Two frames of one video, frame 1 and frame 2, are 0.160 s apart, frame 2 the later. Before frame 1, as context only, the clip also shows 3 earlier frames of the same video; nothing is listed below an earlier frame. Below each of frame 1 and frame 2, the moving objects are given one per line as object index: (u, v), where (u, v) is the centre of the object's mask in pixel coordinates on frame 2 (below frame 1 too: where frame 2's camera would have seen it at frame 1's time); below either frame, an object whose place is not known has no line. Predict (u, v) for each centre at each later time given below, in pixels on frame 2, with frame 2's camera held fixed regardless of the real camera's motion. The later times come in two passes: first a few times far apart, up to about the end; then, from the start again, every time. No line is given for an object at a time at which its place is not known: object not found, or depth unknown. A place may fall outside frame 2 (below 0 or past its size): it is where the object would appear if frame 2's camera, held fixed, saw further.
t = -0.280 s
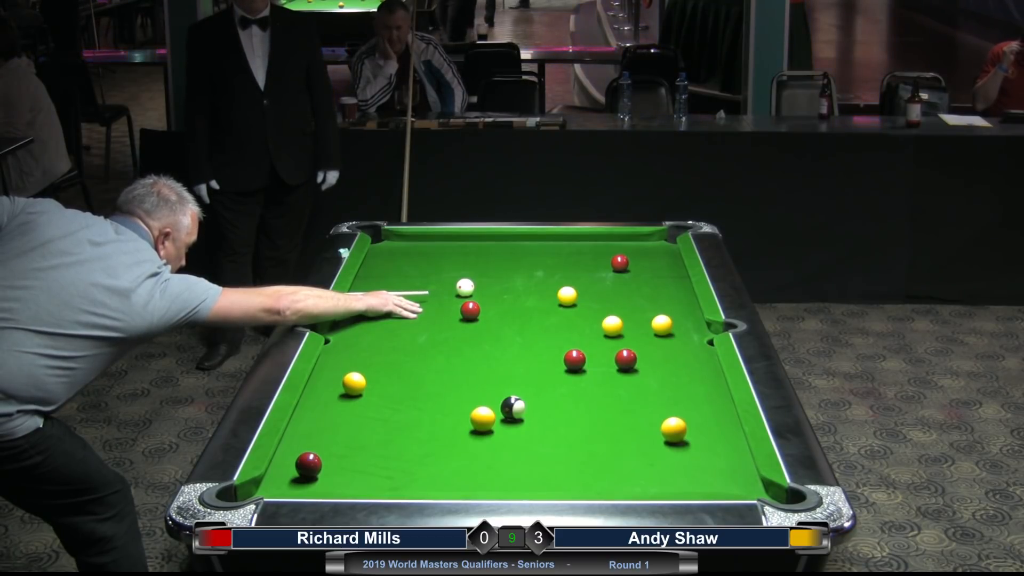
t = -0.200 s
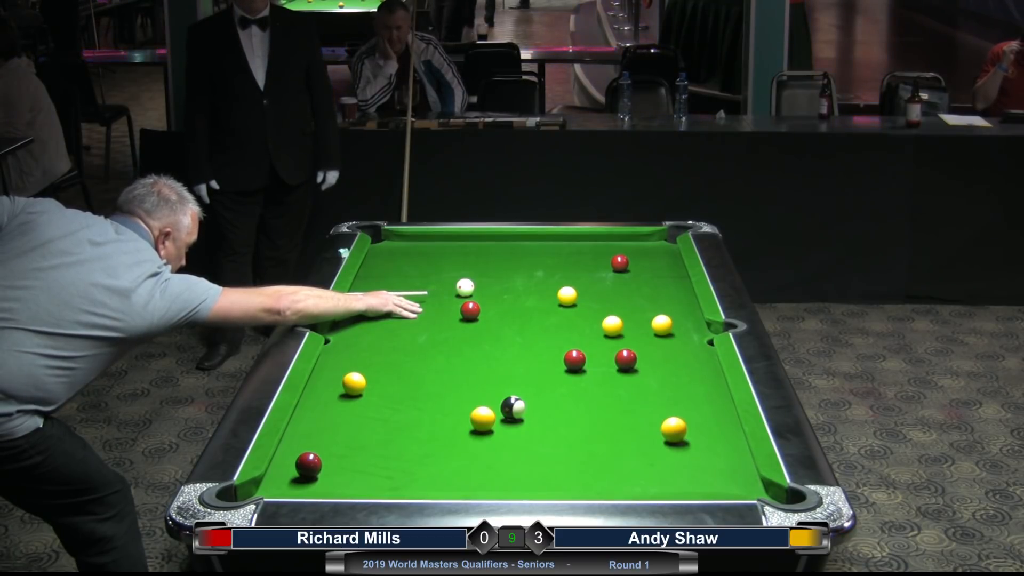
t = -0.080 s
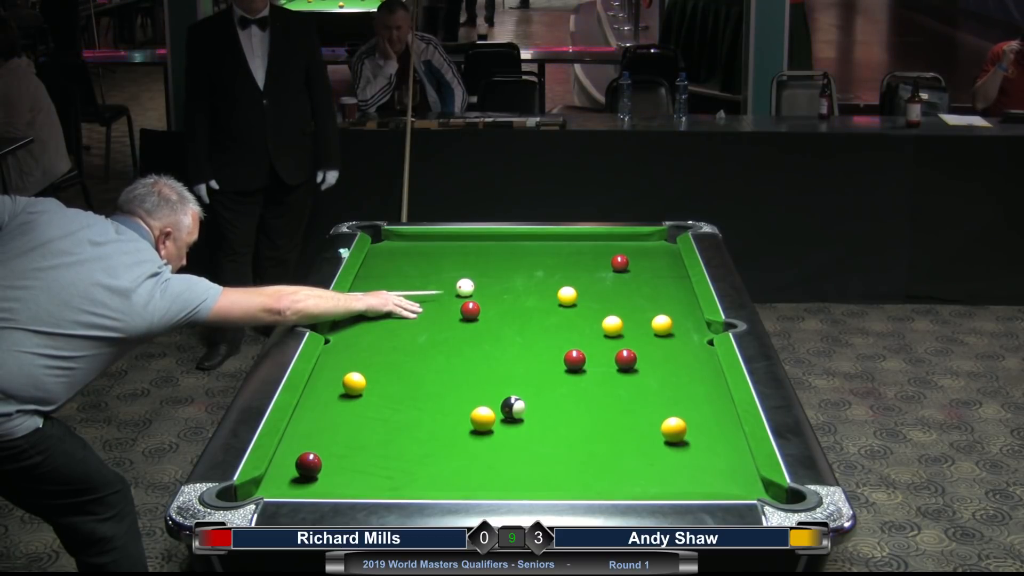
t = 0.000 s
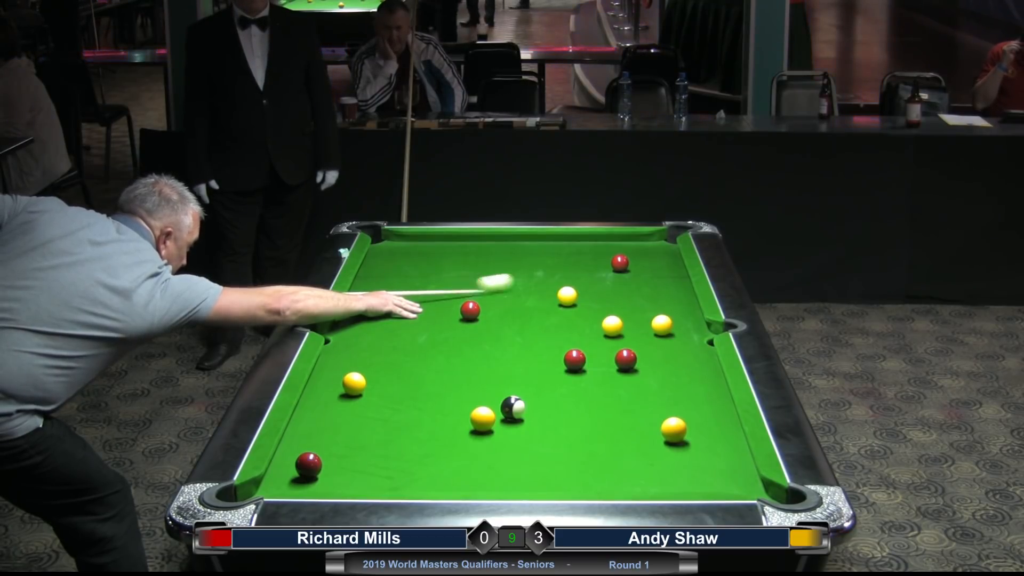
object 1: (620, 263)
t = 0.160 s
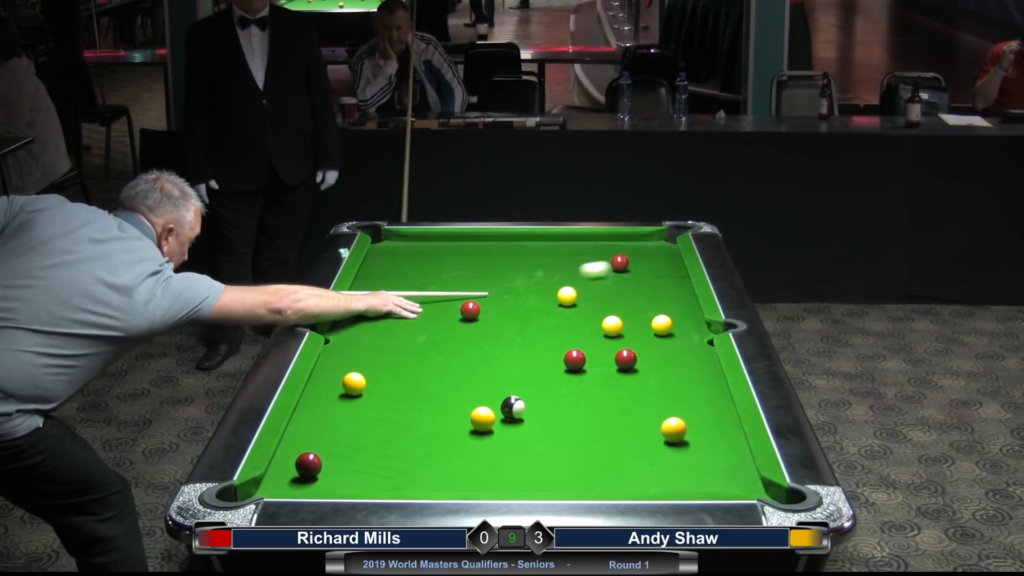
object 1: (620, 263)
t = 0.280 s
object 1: (634, 255)
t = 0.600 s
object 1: (670, 236)
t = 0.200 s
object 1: (624, 259)
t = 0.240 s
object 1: (628, 256)
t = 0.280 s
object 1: (634, 255)
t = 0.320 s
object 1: (639, 253)
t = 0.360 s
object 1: (644, 250)
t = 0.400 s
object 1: (649, 248)
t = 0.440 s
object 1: (653, 245)
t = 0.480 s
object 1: (657, 243)
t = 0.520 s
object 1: (662, 241)
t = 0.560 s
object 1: (667, 239)
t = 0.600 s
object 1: (670, 236)
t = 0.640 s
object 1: (673, 234)
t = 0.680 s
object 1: (674, 234)
